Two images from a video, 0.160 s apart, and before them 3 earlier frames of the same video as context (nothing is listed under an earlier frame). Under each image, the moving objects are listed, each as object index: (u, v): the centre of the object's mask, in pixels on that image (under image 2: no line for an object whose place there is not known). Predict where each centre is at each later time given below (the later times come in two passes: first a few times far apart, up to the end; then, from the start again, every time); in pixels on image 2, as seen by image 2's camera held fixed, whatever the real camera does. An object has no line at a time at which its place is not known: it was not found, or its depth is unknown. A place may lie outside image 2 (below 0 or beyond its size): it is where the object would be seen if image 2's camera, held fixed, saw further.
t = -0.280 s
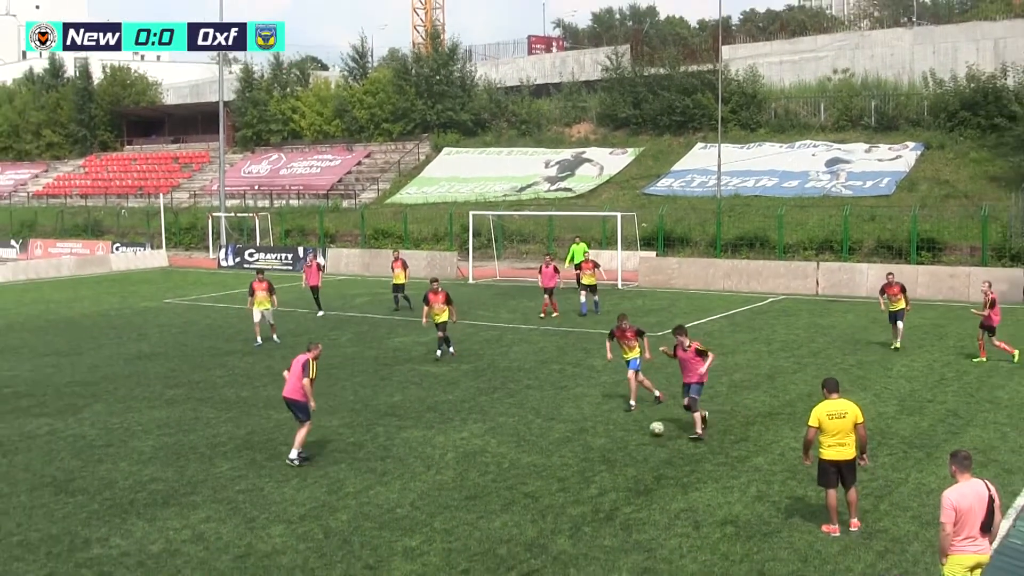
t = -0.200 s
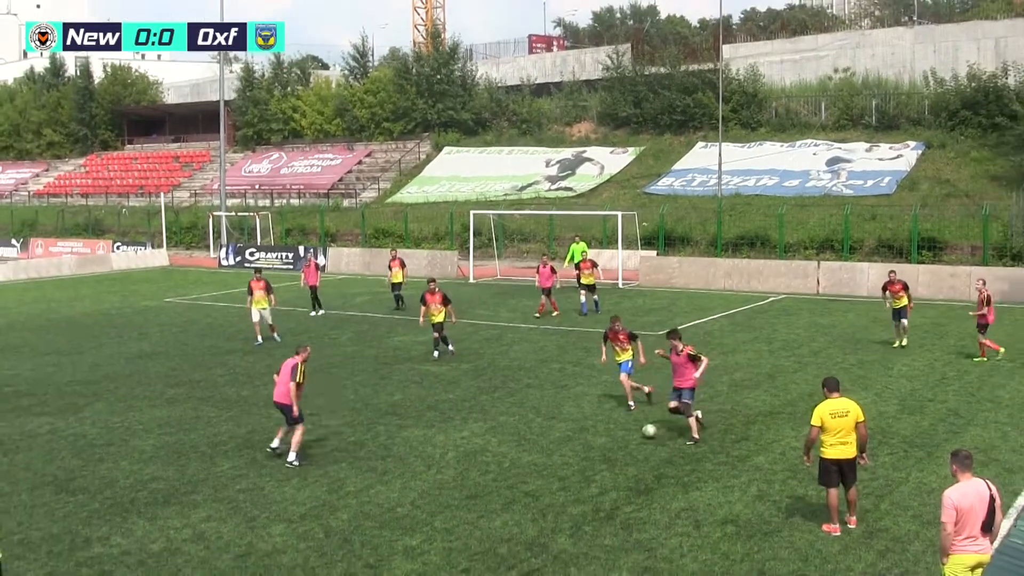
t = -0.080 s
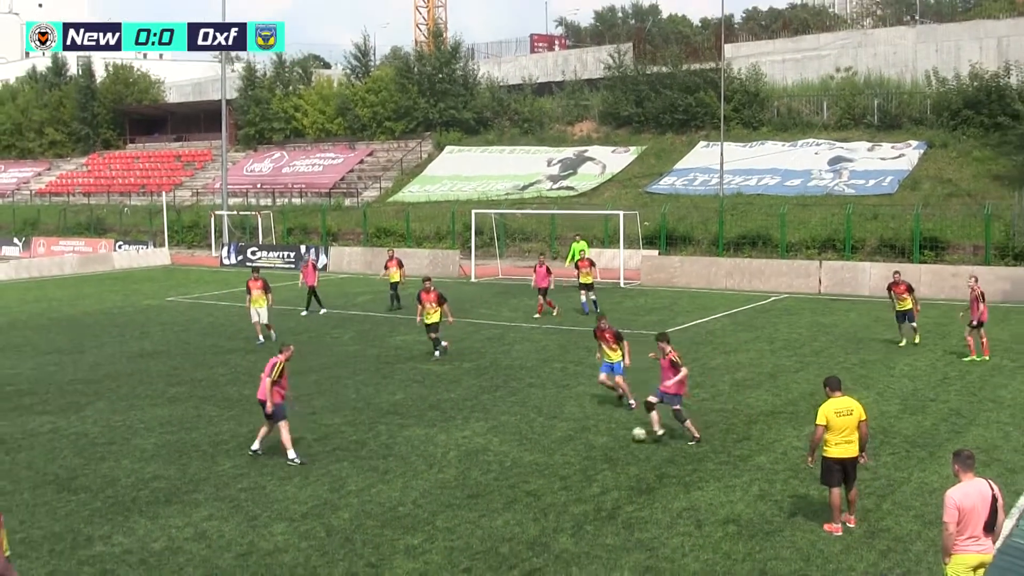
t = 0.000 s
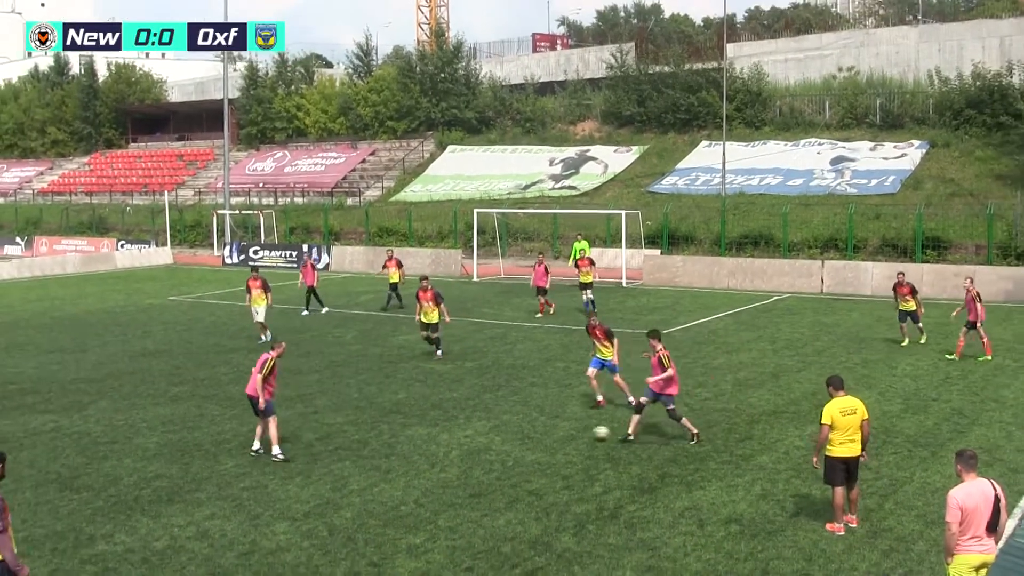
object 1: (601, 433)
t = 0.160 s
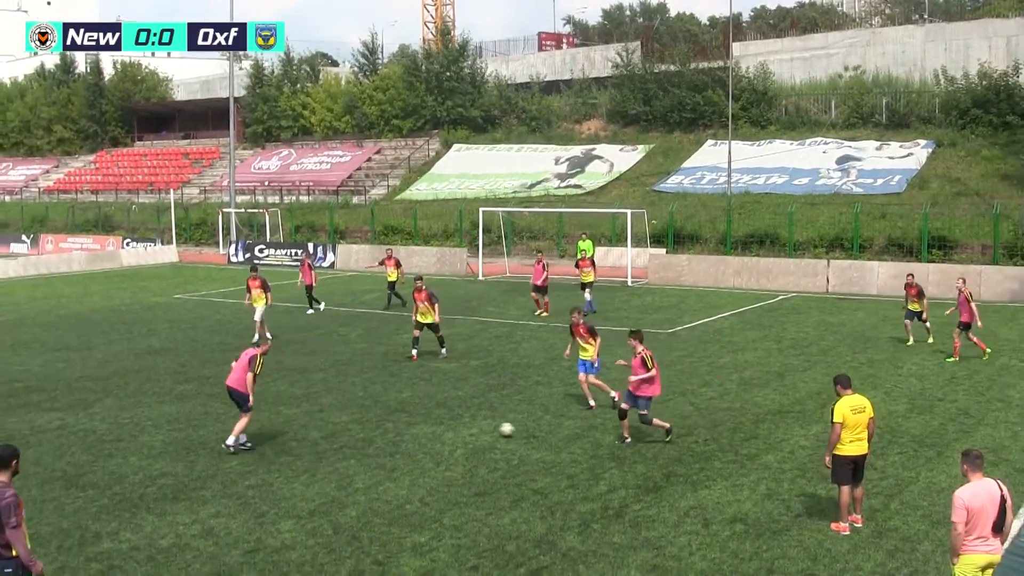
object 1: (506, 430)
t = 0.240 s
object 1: (463, 430)
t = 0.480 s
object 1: (353, 427)
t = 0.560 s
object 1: (321, 428)
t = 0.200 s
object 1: (485, 430)
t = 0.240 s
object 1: (463, 430)
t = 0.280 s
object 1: (442, 429)
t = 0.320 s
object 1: (423, 428)
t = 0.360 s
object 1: (404, 428)
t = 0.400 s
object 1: (386, 429)
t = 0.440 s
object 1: (369, 428)
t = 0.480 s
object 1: (353, 427)
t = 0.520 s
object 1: (337, 428)
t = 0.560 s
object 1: (321, 428)
